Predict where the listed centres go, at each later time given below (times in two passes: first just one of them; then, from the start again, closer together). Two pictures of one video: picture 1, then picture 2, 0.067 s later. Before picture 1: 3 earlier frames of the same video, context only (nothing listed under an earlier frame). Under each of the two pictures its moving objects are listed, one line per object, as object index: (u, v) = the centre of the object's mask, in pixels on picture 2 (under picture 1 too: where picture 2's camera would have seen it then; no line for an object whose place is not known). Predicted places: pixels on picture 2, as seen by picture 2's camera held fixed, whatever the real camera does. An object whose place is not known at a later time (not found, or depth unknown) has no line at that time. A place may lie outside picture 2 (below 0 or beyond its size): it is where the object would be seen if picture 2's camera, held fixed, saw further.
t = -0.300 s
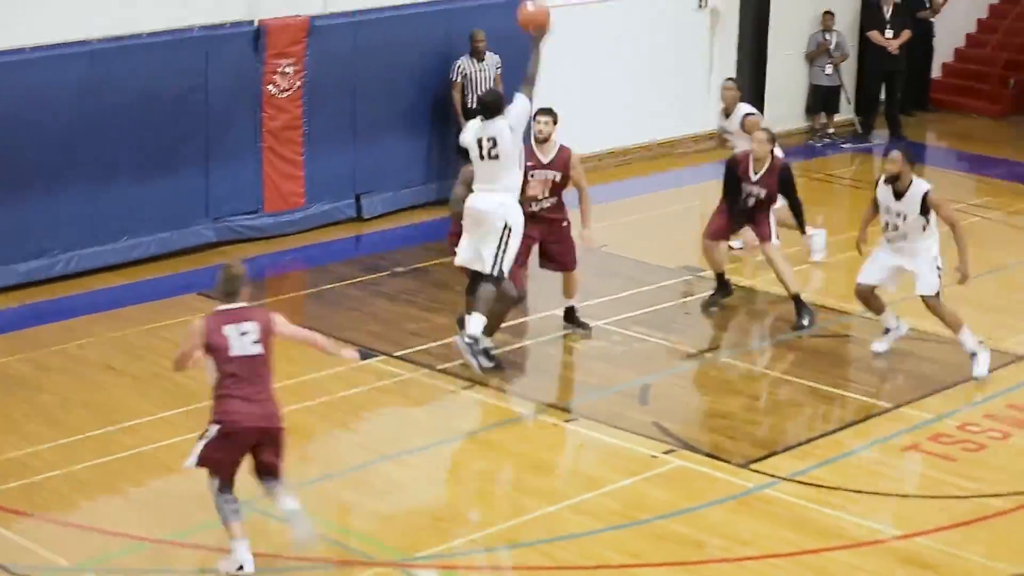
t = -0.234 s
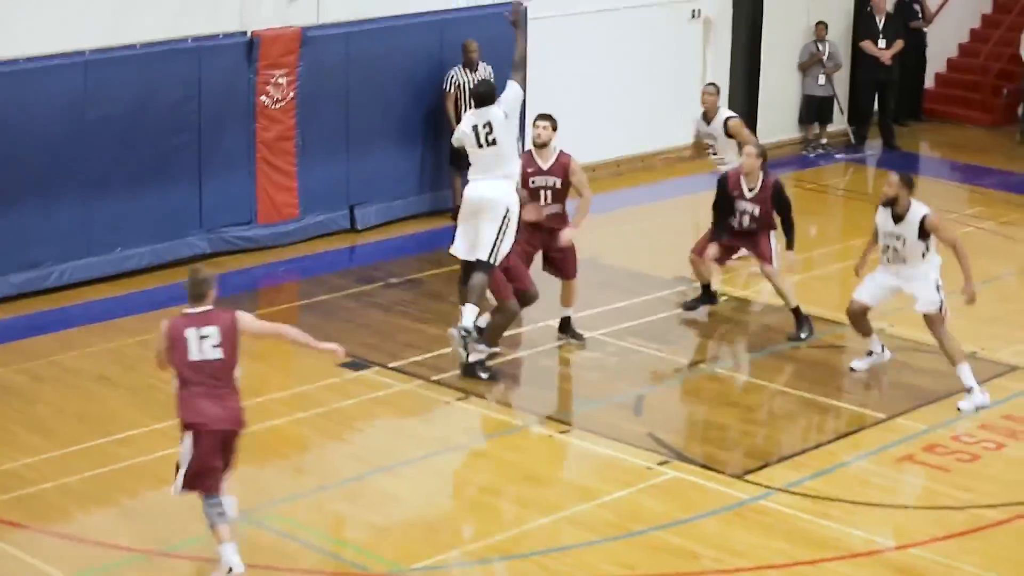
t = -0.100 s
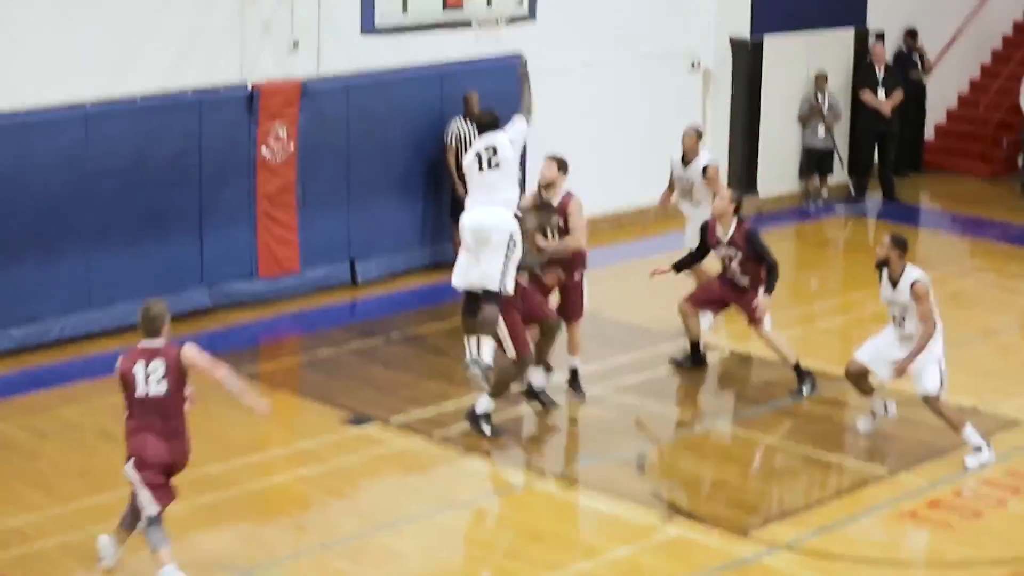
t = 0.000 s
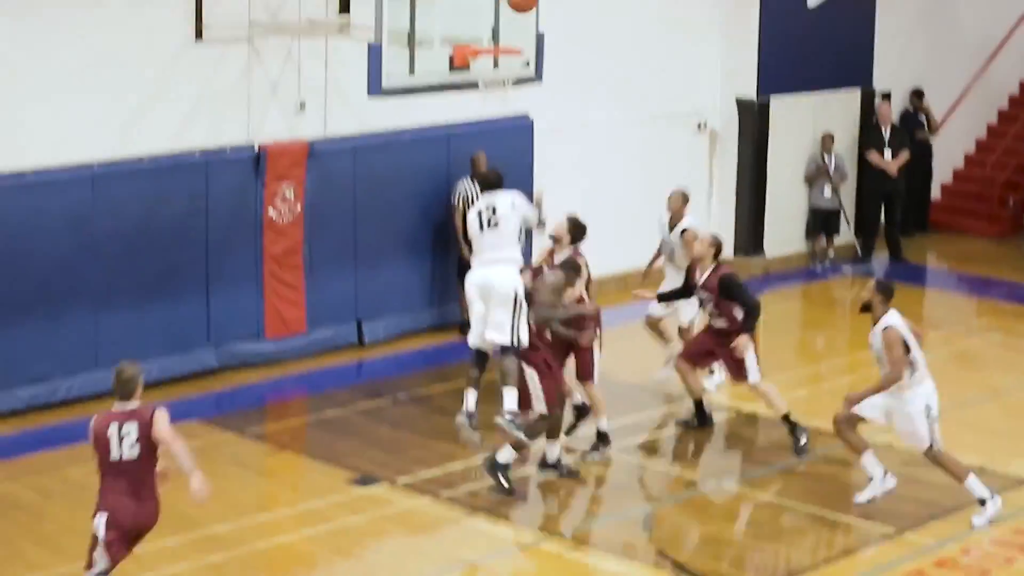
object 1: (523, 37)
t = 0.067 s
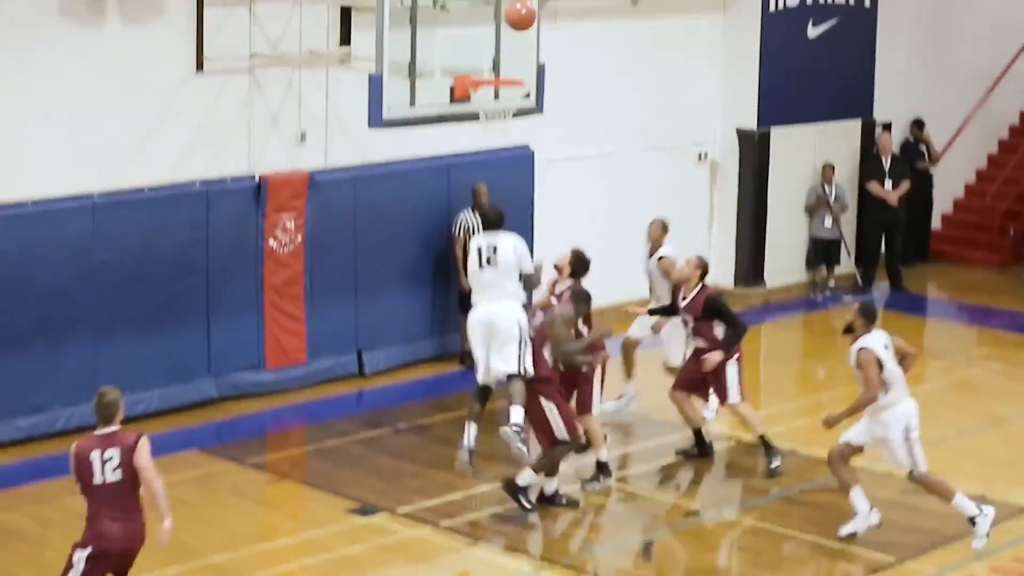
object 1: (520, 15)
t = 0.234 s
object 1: (513, 8)
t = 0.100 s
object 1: (519, 10)
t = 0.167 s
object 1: (516, 6)
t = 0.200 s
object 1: (515, 6)
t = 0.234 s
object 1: (513, 8)
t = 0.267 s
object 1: (511, 11)
